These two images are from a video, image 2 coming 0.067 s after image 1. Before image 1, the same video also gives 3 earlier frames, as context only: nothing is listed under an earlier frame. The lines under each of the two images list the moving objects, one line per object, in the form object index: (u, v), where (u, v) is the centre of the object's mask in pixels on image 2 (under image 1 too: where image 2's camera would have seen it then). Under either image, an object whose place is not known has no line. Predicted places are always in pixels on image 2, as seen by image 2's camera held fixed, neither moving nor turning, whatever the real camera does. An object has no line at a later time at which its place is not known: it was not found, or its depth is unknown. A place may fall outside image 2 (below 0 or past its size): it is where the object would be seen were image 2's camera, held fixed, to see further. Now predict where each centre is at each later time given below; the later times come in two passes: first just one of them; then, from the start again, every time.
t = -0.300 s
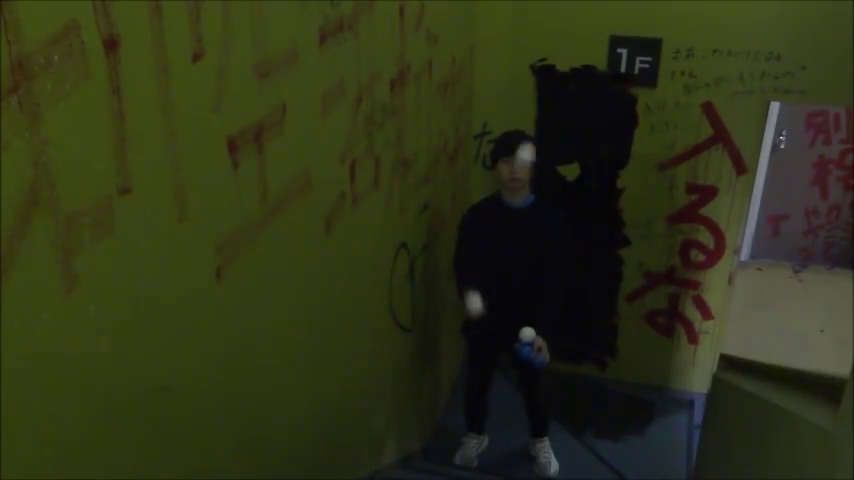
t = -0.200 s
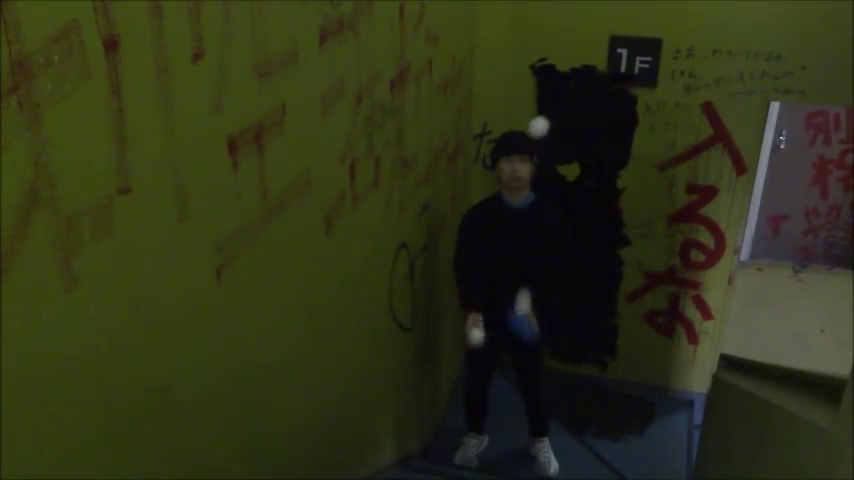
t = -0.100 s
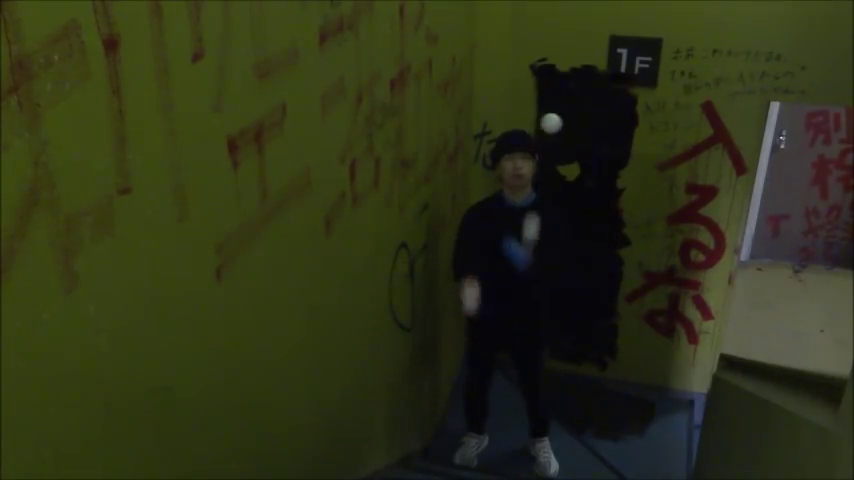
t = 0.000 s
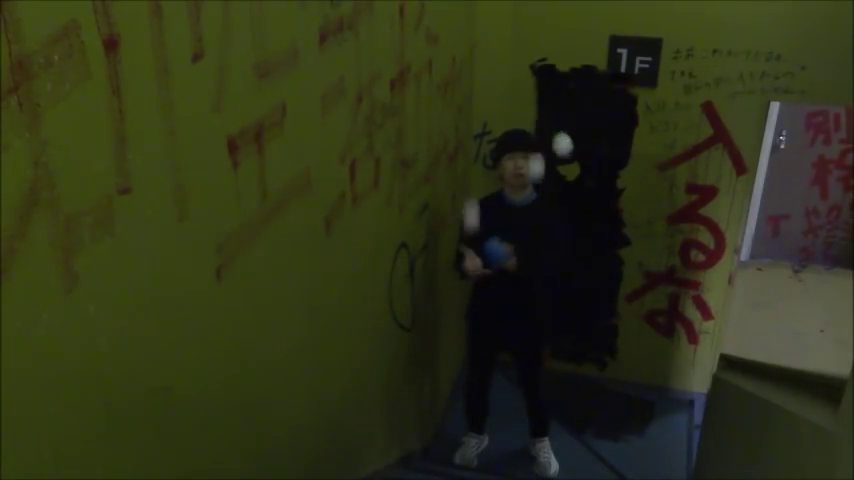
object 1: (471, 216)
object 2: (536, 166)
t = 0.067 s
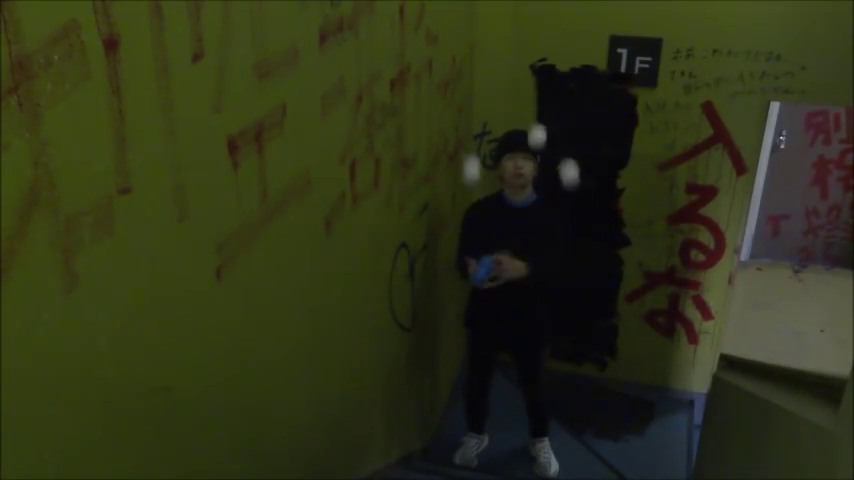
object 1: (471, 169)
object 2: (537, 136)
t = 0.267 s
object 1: (471, 80)
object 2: (539, 102)
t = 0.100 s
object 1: (471, 148)
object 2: (537, 123)
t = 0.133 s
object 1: (471, 130)
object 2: (538, 114)
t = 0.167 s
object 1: (471, 113)
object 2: (538, 107)
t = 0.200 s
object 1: (471, 100)
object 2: (539, 103)
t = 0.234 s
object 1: (471, 89)
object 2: (539, 101)
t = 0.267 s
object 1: (471, 80)
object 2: (539, 102)
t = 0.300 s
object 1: (470, 73)
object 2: (540, 106)
